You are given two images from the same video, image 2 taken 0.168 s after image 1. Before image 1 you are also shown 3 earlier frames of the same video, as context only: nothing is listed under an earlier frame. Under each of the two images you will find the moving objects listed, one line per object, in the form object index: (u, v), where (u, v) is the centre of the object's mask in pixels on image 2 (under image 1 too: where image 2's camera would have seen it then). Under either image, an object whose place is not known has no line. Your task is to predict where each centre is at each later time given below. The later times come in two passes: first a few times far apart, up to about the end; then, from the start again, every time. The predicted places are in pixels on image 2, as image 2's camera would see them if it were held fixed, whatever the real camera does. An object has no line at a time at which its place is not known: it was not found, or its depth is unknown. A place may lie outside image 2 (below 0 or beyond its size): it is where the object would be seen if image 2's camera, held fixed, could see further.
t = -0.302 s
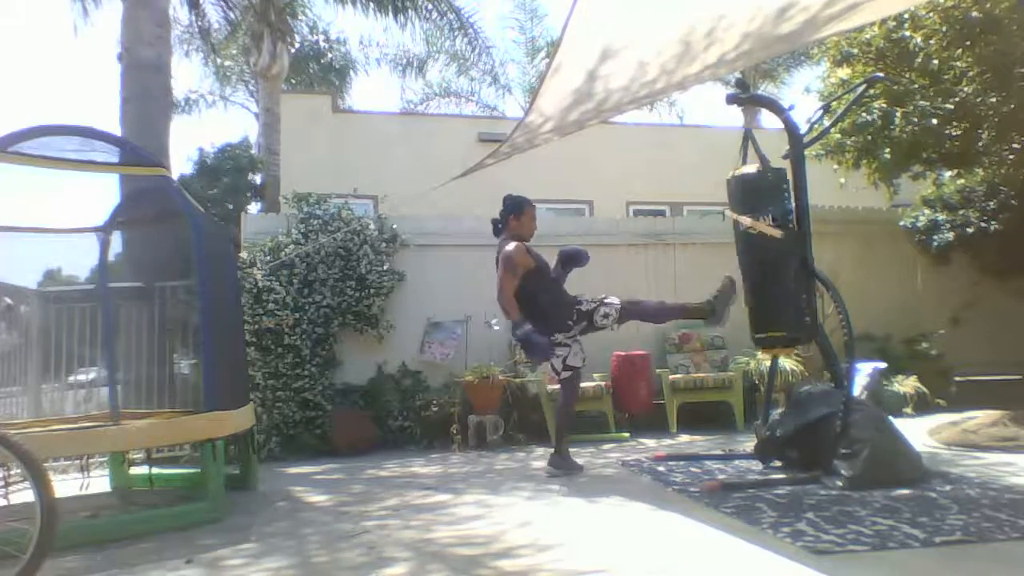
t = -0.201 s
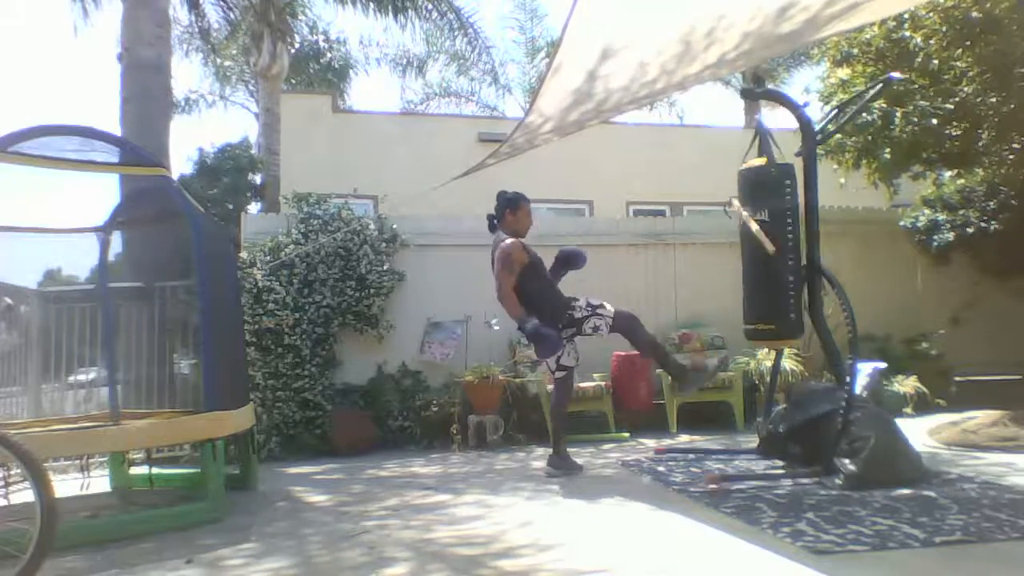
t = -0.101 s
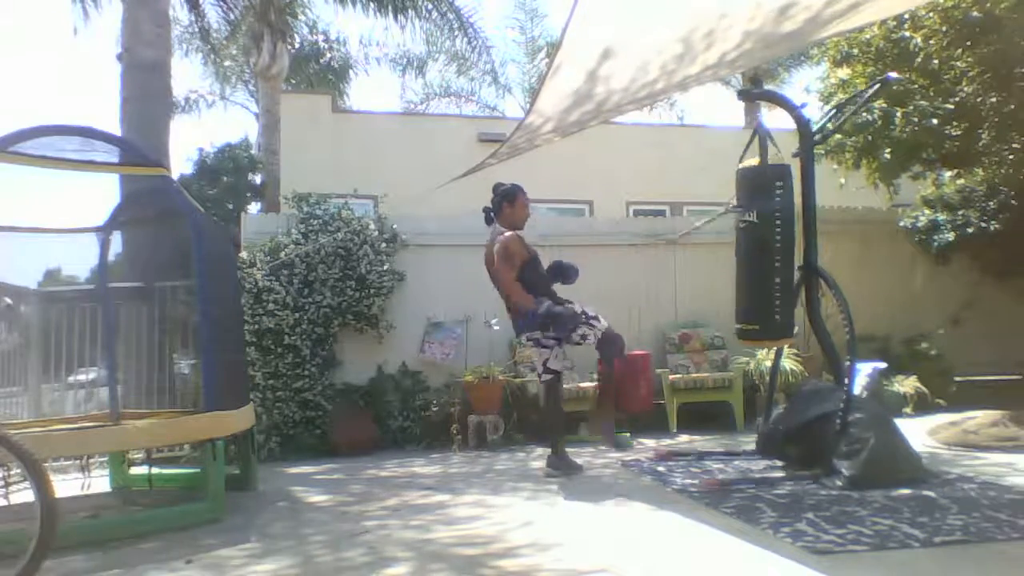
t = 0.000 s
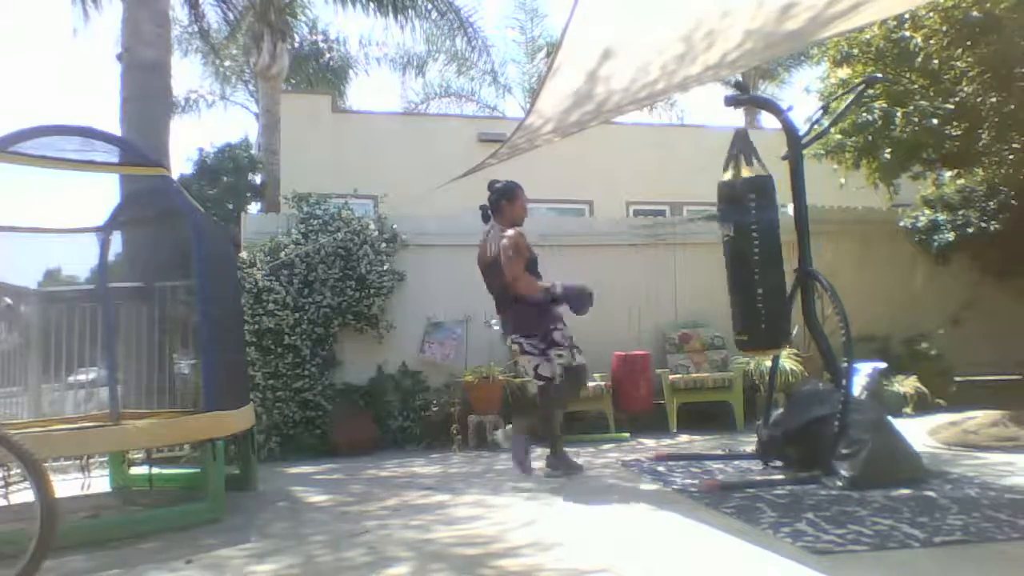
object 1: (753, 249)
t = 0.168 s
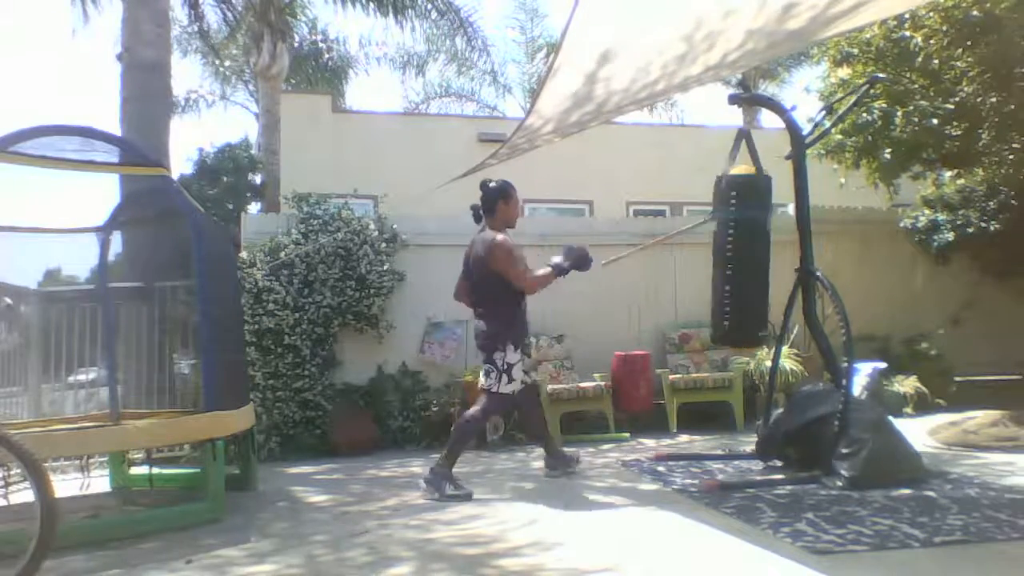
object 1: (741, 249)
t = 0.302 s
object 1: (729, 250)
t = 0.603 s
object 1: (715, 251)
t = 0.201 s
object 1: (739, 249)
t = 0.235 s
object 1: (736, 249)
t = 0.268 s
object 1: (733, 249)
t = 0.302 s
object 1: (729, 250)
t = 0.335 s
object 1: (726, 250)
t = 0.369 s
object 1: (724, 250)
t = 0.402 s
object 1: (723, 250)
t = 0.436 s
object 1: (722, 250)
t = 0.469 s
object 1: (721, 250)
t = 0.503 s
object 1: (720, 250)
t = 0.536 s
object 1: (718, 249)
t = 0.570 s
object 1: (717, 250)
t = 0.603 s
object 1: (715, 251)
